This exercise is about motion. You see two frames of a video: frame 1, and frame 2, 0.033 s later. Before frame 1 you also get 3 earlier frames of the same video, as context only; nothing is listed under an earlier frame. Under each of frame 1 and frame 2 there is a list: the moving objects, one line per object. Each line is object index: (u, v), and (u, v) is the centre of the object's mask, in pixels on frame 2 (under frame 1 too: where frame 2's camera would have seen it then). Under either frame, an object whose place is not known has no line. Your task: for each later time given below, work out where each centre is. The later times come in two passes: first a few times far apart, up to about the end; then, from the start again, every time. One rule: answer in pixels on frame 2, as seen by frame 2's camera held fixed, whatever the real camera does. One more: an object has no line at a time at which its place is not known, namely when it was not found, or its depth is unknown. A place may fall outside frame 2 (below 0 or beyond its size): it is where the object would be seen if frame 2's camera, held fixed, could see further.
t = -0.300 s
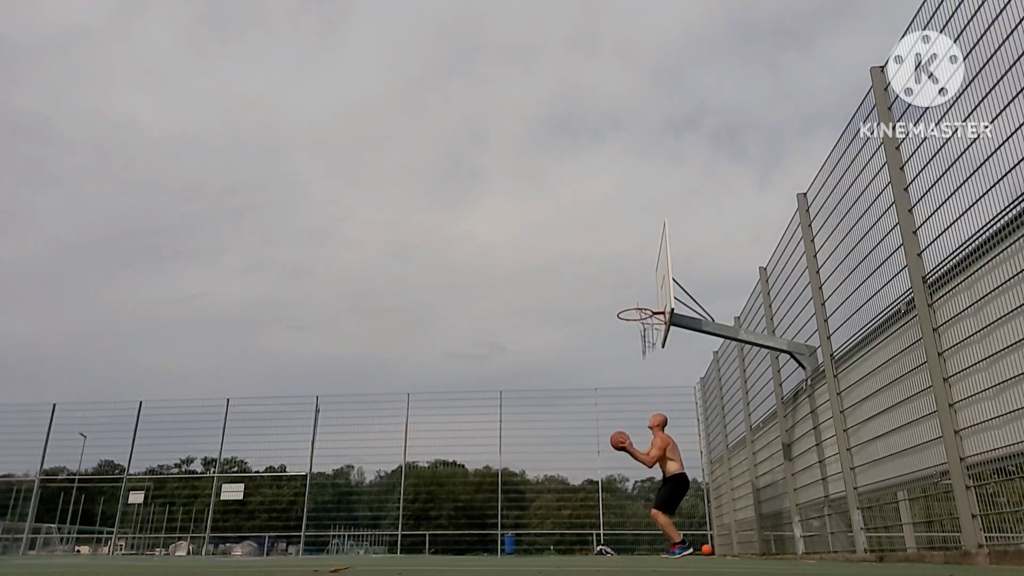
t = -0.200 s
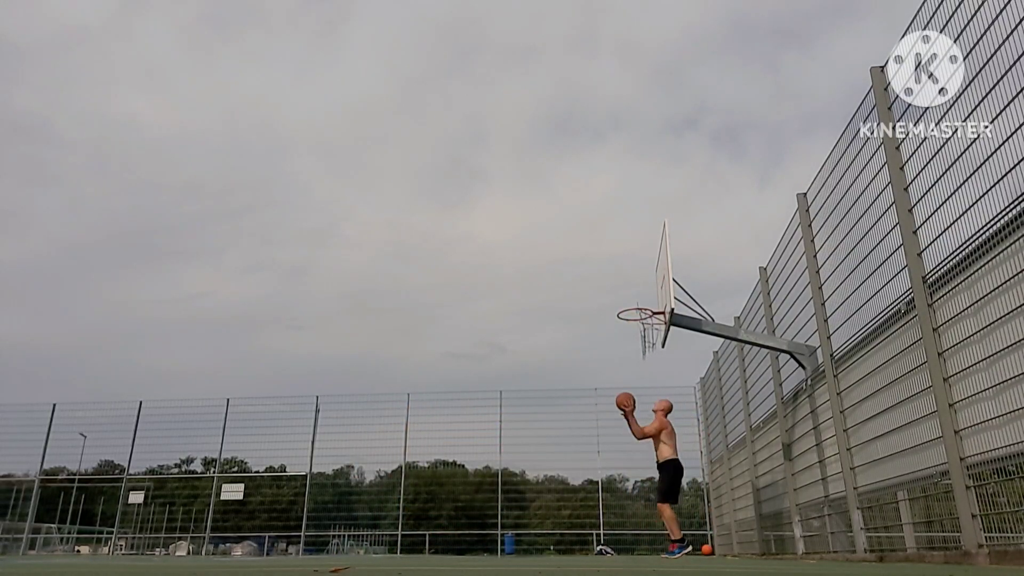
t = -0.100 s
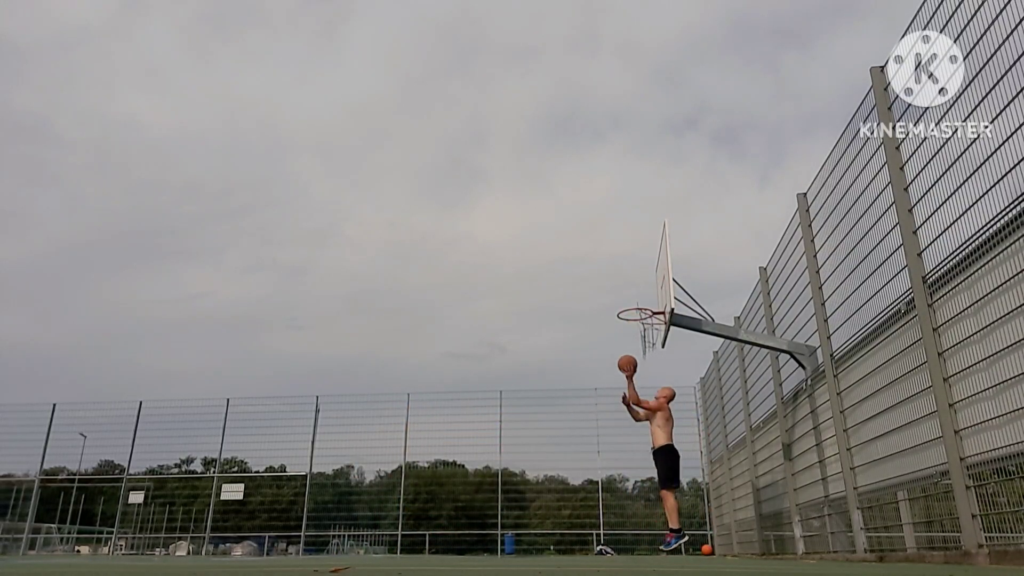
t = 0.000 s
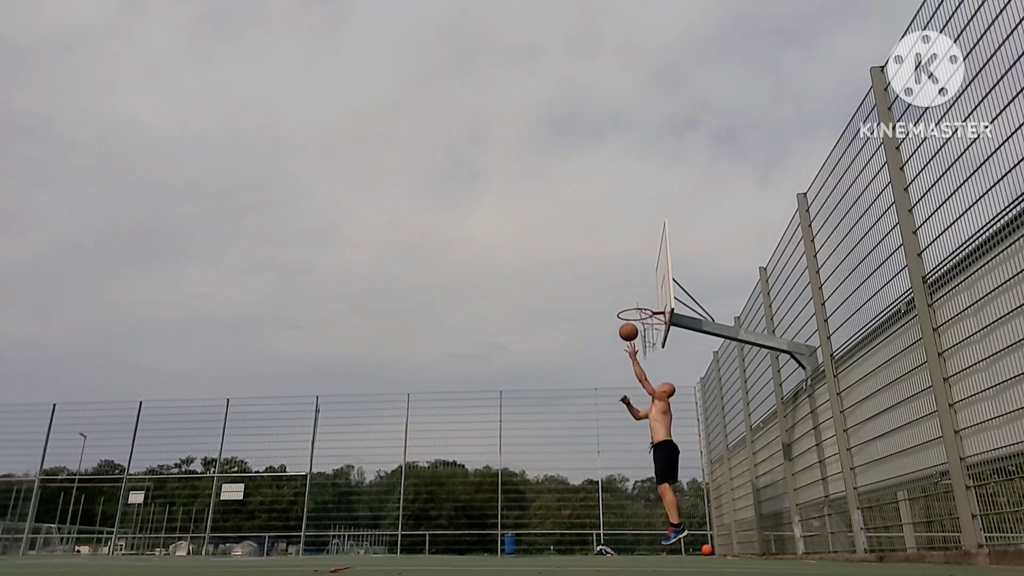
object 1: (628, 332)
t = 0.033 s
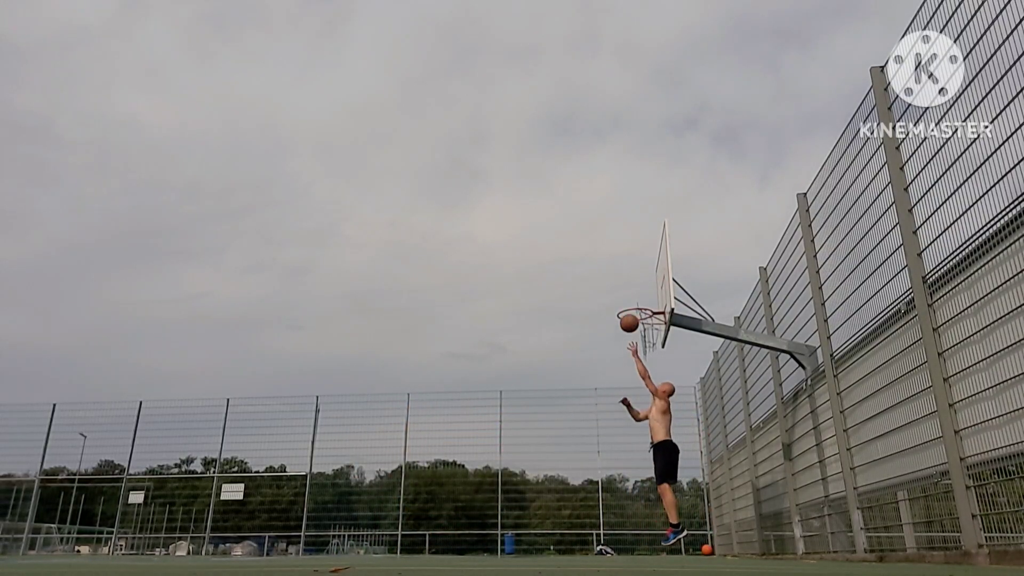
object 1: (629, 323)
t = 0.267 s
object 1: (635, 286)
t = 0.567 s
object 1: (646, 295)
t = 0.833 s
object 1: (636, 296)
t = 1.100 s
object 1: (633, 312)
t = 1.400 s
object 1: (644, 326)
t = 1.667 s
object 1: (638, 330)
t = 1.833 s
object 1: (632, 347)
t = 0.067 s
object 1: (630, 315)
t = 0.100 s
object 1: (631, 308)
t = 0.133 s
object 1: (632, 302)
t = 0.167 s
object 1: (632, 297)
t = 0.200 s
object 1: (633, 292)
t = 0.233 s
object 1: (634, 289)
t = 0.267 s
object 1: (635, 286)
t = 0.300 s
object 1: (636, 284)
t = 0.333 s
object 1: (638, 283)
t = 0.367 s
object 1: (639, 282)
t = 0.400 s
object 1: (640, 282)
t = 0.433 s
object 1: (641, 284)
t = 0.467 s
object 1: (642, 285)
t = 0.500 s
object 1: (644, 288)
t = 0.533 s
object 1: (645, 291)
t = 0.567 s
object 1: (646, 295)
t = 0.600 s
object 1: (648, 300)
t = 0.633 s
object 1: (649, 304)
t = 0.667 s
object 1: (647, 301)
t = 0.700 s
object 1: (644, 299)
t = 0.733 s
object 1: (642, 297)
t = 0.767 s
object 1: (640, 296)
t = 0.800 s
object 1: (638, 295)
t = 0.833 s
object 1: (636, 296)
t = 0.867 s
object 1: (634, 297)
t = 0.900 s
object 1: (632, 299)
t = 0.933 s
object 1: (631, 301)
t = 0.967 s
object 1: (629, 305)
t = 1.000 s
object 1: (627, 310)
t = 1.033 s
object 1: (627, 312)
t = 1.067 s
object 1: (630, 312)
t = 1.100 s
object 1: (633, 312)
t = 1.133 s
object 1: (637, 314)
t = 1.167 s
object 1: (640, 316)
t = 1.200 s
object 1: (643, 318)
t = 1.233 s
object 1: (645, 320)
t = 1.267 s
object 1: (645, 322)
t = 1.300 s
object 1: (645, 324)
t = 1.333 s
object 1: (645, 325)
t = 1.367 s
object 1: (644, 325)
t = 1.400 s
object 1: (644, 326)
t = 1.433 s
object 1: (643, 326)
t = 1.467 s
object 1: (643, 327)
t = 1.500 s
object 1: (643, 327)
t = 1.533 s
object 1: (642, 327)
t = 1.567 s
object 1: (641, 327)
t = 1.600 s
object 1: (640, 328)
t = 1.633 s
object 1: (639, 329)
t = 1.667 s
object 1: (638, 330)
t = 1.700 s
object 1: (637, 332)
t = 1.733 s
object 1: (636, 335)
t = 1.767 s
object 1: (634, 338)
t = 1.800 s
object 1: (633, 342)
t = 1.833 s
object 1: (632, 347)
